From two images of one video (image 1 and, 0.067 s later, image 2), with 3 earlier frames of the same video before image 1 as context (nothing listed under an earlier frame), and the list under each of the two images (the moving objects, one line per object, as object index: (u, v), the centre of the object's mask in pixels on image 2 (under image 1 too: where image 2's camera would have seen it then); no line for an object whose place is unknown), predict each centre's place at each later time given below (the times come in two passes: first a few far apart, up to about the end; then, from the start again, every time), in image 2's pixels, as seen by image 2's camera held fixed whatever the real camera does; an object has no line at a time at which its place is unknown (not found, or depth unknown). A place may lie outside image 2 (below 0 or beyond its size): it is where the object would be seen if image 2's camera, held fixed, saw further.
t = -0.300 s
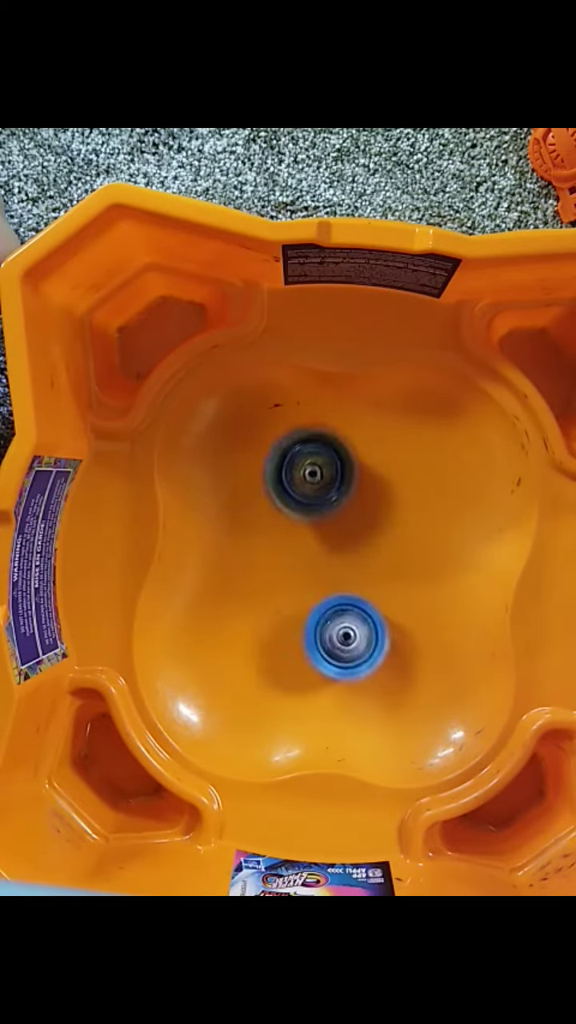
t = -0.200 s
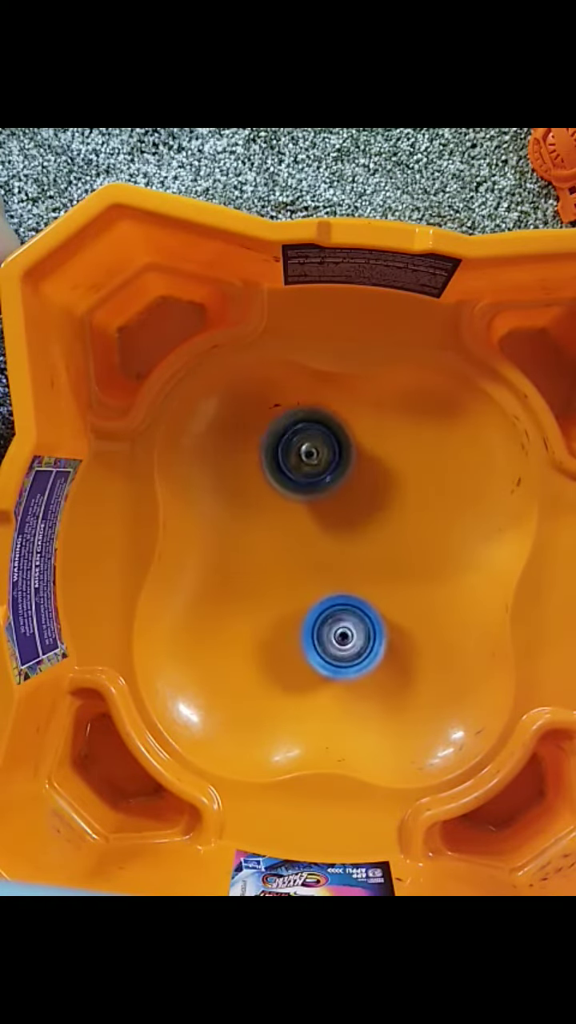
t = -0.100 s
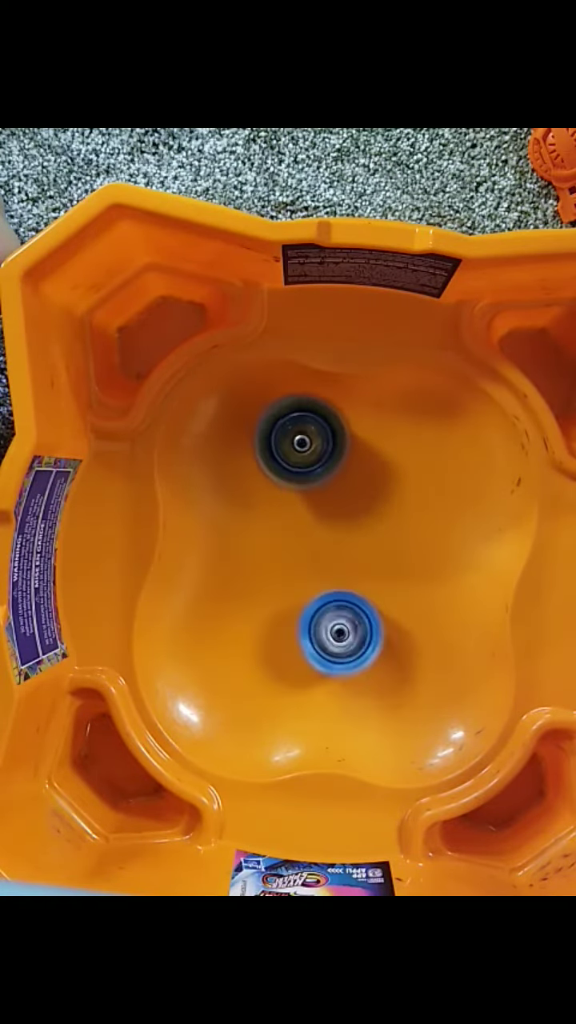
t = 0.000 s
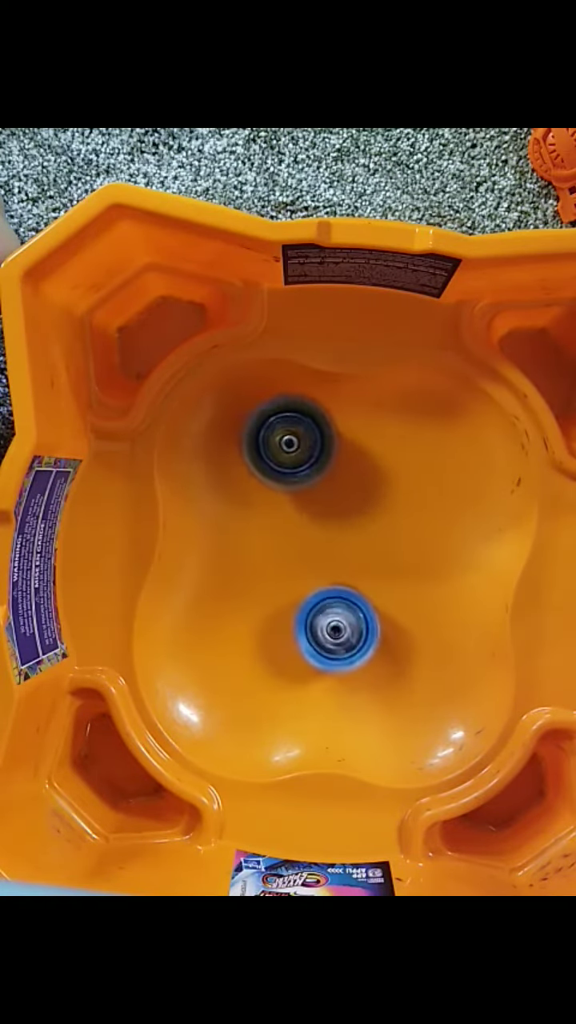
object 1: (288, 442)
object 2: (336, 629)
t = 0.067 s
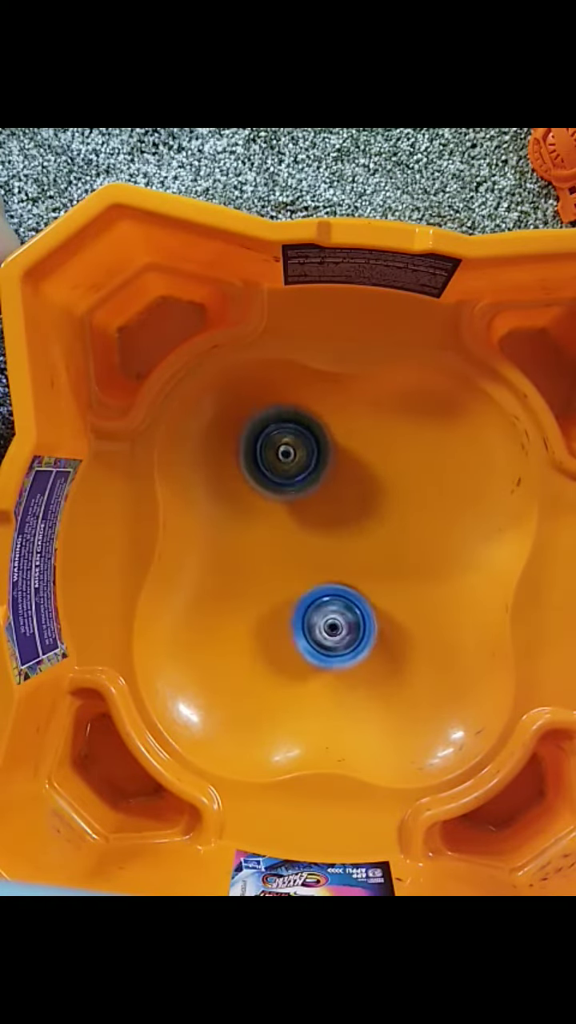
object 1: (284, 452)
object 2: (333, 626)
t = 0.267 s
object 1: (300, 513)
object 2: (315, 617)
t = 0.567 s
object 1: (330, 548)
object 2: (278, 650)
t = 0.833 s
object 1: (373, 566)
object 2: (259, 668)
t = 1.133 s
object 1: (426, 517)
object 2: (271, 644)
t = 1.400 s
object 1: (399, 490)
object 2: (316, 564)
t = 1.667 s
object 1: (429, 457)
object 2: (274, 573)
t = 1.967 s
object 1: (387, 509)
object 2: (316, 593)
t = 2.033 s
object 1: (383, 515)
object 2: (324, 603)
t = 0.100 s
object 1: (286, 462)
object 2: (332, 625)
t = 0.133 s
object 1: (289, 470)
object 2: (329, 623)
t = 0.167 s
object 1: (292, 481)
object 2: (327, 620)
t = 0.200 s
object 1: (294, 491)
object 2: (323, 620)
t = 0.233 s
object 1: (297, 503)
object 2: (319, 618)
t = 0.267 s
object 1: (300, 513)
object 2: (315, 617)
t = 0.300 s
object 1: (303, 522)
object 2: (310, 617)
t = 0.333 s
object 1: (307, 521)
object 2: (305, 628)
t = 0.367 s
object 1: (311, 520)
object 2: (299, 638)
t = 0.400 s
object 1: (315, 521)
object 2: (293, 643)
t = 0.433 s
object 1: (318, 526)
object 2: (288, 646)
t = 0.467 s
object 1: (320, 532)
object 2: (283, 648)
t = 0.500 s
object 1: (324, 538)
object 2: (281, 649)
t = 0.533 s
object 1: (326, 542)
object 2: (278, 649)
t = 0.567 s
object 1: (330, 548)
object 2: (278, 650)
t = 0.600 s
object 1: (332, 554)
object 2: (276, 649)
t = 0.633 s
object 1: (335, 560)
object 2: (275, 648)
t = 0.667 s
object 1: (337, 568)
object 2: (273, 649)
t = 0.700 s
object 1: (339, 574)
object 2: (272, 649)
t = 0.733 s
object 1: (343, 579)
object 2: (272, 649)
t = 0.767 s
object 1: (351, 581)
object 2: (266, 655)
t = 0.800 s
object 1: (361, 574)
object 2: (261, 664)
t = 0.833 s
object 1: (373, 566)
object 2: (259, 668)
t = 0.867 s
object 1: (381, 559)
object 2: (261, 669)
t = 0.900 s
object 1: (388, 553)
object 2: (262, 667)
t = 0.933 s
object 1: (396, 548)
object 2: (262, 665)
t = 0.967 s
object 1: (402, 543)
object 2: (261, 663)
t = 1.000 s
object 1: (408, 538)
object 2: (261, 662)
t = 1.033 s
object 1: (413, 533)
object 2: (261, 659)
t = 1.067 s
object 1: (419, 527)
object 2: (264, 656)
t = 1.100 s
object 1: (423, 522)
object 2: (267, 651)
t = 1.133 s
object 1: (426, 517)
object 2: (271, 644)
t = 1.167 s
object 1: (428, 510)
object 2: (276, 637)
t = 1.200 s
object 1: (427, 503)
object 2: (282, 627)
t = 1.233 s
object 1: (424, 498)
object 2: (288, 616)
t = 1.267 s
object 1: (421, 494)
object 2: (295, 605)
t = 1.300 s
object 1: (413, 492)
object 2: (302, 592)
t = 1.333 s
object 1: (405, 492)
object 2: (311, 579)
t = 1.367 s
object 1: (398, 492)
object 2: (318, 565)
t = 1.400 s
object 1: (399, 490)
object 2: (316, 564)
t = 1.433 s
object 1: (408, 482)
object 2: (302, 566)
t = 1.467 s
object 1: (415, 475)
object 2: (292, 568)
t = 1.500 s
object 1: (419, 471)
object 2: (282, 569)
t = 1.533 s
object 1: (422, 466)
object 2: (274, 570)
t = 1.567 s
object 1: (426, 463)
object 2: (272, 573)
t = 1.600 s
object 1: (428, 460)
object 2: (272, 573)
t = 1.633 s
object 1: (429, 458)
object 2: (273, 574)
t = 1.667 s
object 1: (429, 457)
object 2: (274, 573)
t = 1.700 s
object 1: (425, 458)
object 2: (276, 573)
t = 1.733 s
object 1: (421, 462)
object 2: (277, 574)
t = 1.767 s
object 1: (415, 467)
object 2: (279, 575)
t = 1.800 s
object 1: (412, 473)
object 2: (283, 578)
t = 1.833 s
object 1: (407, 480)
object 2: (287, 581)
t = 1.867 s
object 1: (402, 487)
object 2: (293, 584)
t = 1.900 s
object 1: (398, 495)
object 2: (300, 588)
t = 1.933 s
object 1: (392, 502)
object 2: (308, 590)
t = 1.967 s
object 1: (387, 509)
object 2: (316, 593)
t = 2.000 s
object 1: (382, 515)
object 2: (324, 594)
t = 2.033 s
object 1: (383, 515)
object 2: (324, 603)
